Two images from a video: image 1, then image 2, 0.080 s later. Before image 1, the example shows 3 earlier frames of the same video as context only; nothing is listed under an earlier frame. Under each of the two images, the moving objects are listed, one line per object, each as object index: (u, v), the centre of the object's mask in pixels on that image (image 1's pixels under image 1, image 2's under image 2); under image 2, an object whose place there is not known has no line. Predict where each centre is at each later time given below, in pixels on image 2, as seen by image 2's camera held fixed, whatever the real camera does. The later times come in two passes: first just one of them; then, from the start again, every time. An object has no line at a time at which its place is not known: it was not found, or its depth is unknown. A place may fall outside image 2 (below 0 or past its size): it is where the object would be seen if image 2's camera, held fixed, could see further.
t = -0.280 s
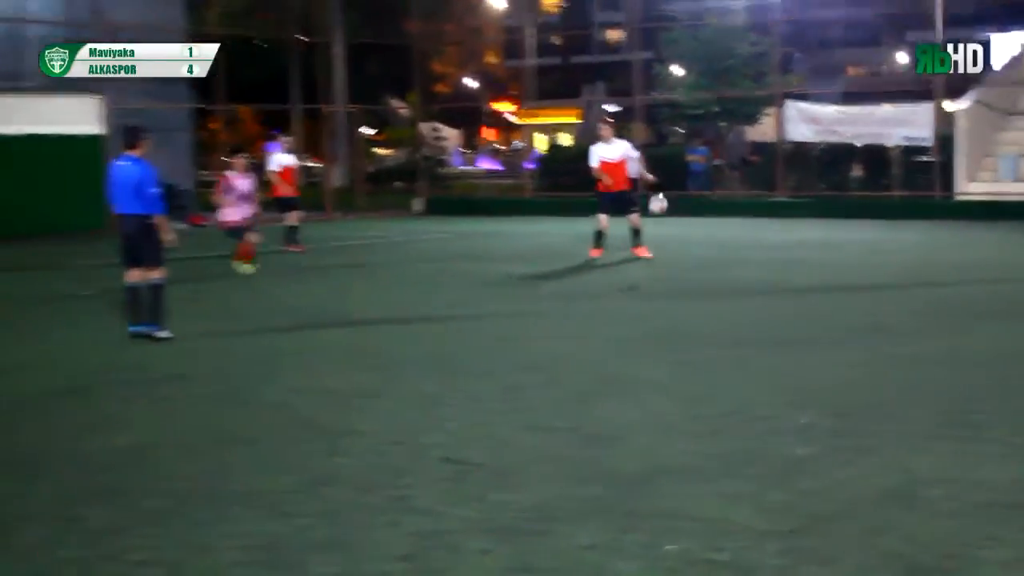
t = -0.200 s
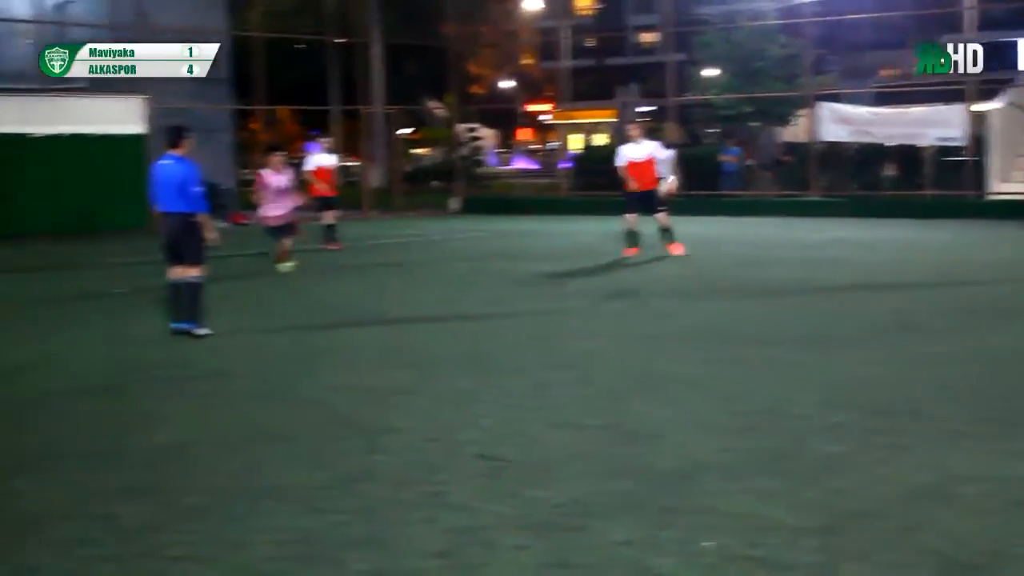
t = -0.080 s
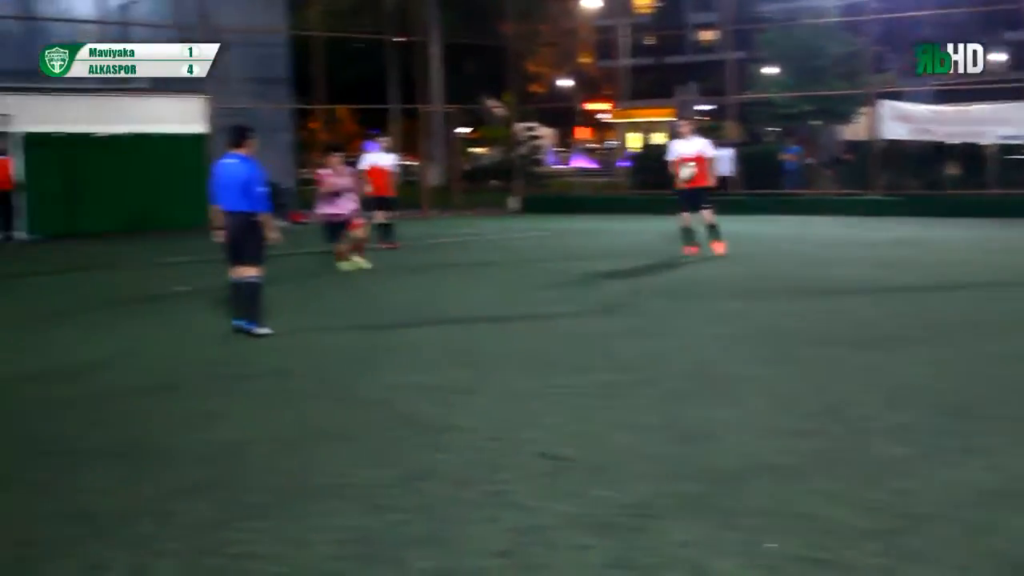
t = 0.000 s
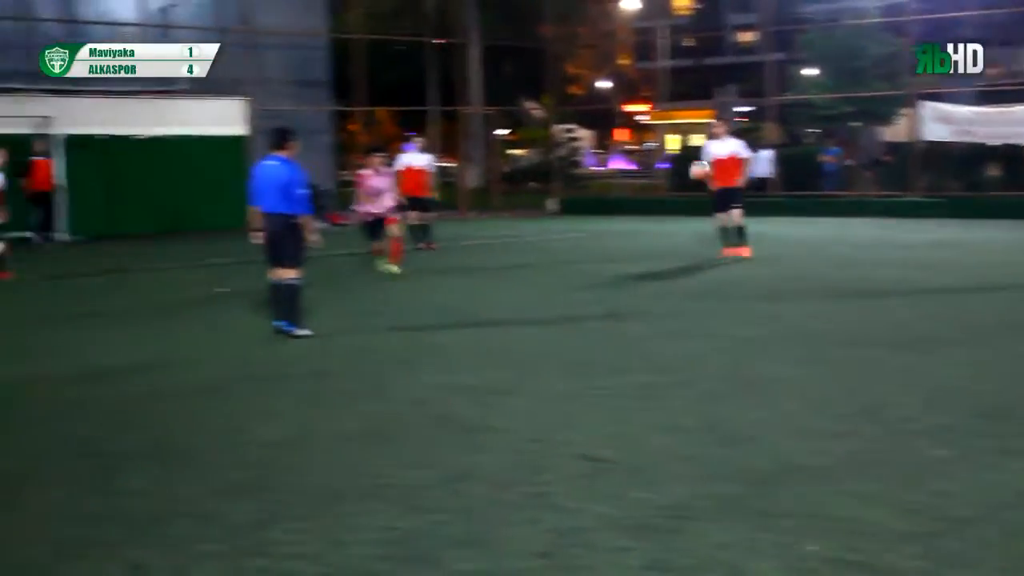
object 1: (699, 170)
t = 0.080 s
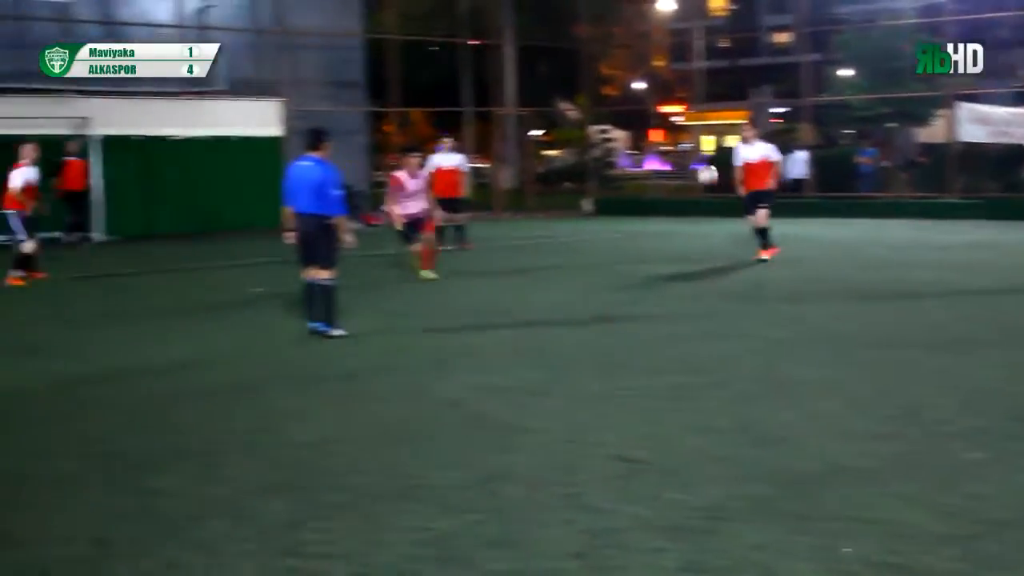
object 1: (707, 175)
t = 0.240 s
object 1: (667, 197)
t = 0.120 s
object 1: (699, 178)
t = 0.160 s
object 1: (683, 184)
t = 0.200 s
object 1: (675, 188)
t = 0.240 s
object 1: (667, 197)
